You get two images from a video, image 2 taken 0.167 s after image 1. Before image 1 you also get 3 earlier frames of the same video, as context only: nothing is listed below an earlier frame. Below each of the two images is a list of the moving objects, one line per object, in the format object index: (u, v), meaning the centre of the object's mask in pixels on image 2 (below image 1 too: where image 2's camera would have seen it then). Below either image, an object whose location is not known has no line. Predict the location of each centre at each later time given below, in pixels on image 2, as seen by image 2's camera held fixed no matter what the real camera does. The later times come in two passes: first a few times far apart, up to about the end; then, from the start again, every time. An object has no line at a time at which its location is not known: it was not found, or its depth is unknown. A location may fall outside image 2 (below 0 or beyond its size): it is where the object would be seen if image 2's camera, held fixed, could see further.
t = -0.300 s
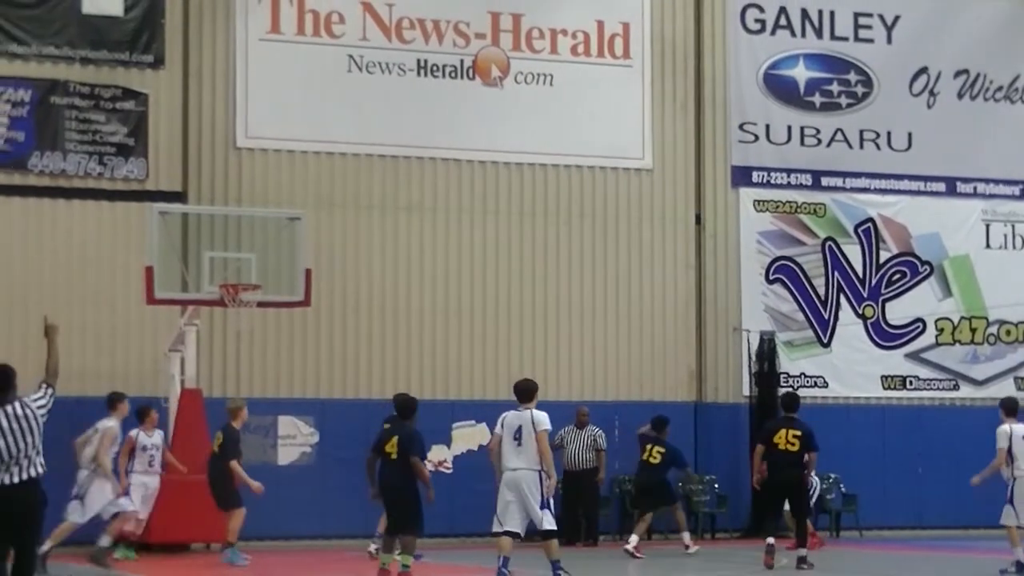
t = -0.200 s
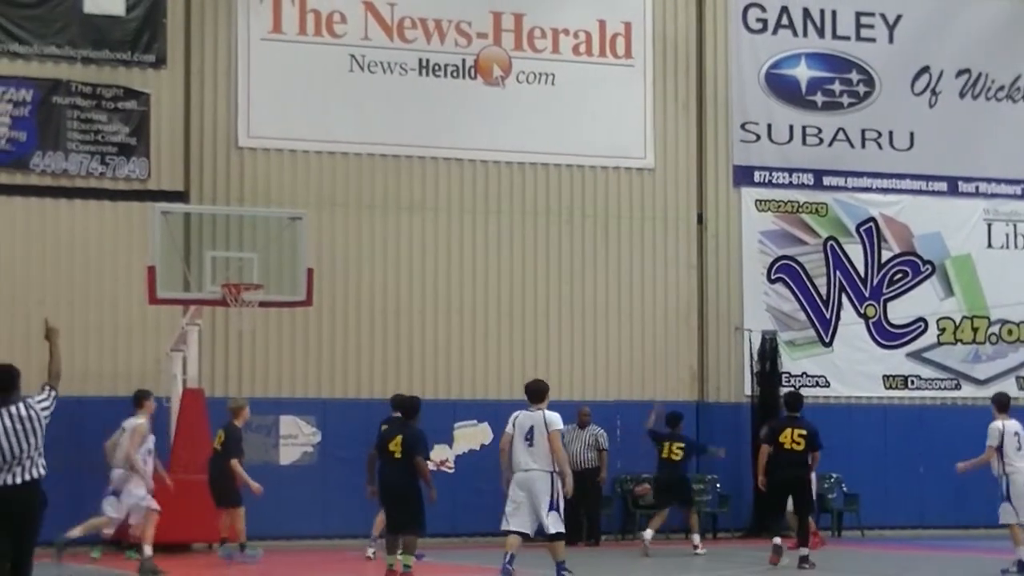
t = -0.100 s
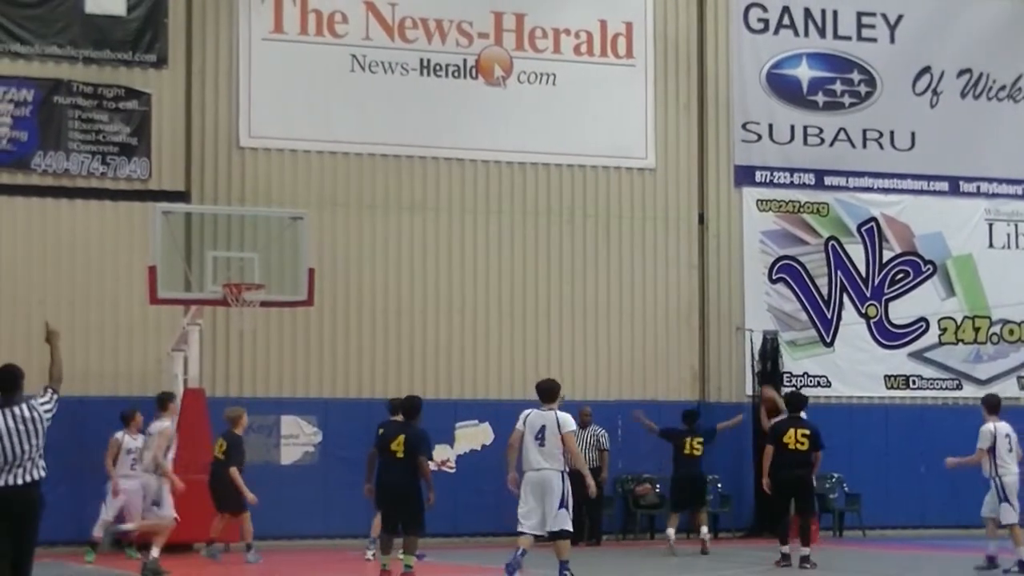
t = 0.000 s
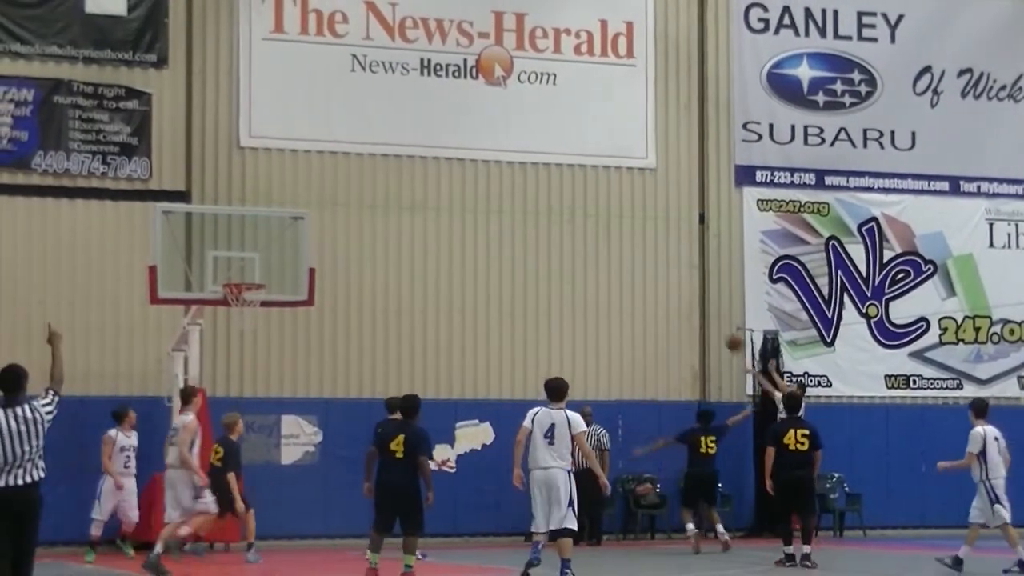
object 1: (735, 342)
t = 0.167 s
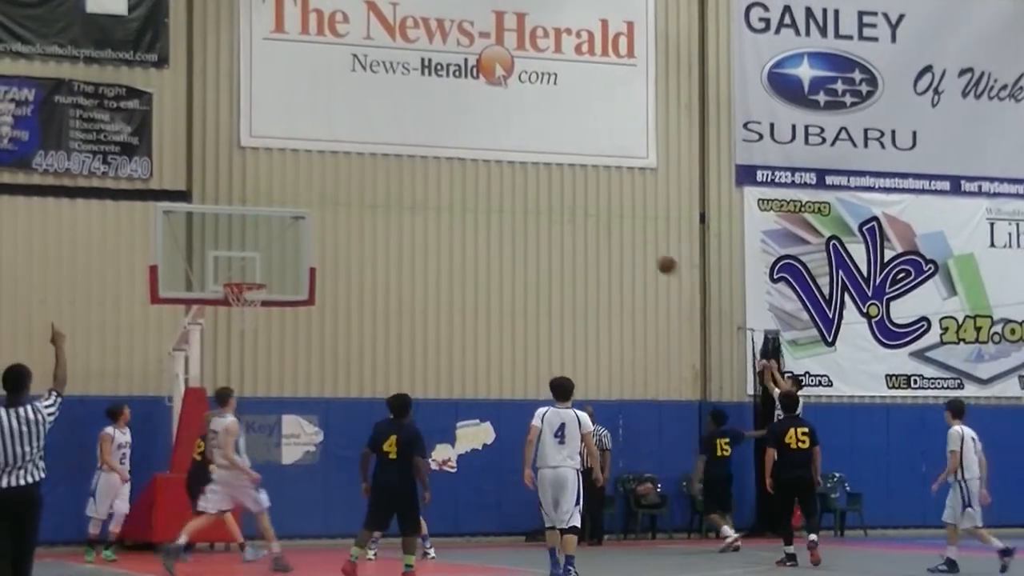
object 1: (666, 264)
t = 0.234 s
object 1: (639, 239)
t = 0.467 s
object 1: (543, 179)
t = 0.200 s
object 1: (653, 251)
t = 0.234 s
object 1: (639, 239)
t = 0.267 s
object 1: (625, 228)
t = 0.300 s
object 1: (612, 218)
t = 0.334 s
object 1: (597, 208)
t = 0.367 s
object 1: (584, 199)
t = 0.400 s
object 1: (569, 192)
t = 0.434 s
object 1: (556, 185)
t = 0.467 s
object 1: (543, 179)
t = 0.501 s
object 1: (528, 174)
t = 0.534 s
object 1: (515, 170)
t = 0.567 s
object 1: (502, 167)
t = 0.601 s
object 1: (487, 164)
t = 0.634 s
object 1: (474, 163)
